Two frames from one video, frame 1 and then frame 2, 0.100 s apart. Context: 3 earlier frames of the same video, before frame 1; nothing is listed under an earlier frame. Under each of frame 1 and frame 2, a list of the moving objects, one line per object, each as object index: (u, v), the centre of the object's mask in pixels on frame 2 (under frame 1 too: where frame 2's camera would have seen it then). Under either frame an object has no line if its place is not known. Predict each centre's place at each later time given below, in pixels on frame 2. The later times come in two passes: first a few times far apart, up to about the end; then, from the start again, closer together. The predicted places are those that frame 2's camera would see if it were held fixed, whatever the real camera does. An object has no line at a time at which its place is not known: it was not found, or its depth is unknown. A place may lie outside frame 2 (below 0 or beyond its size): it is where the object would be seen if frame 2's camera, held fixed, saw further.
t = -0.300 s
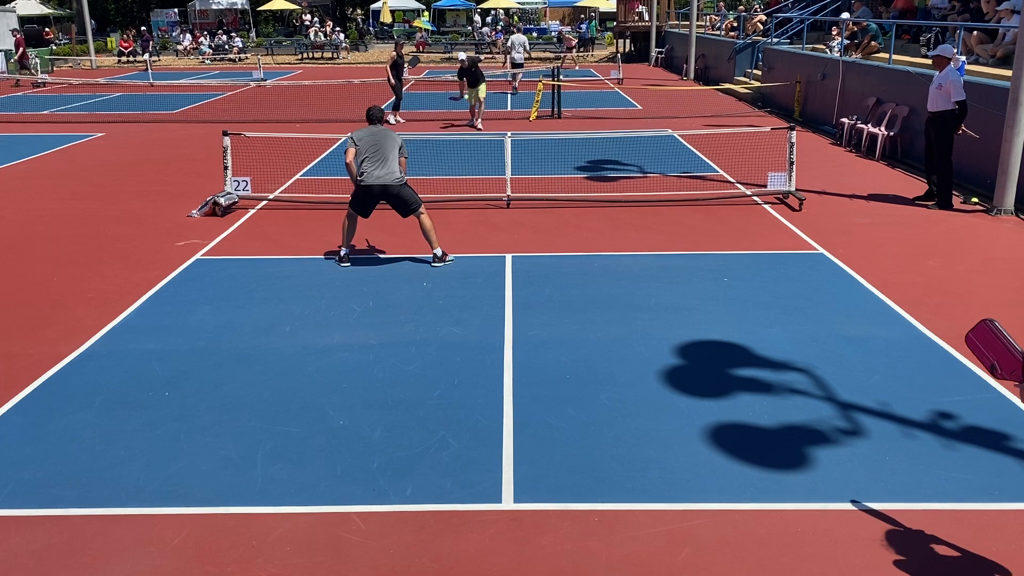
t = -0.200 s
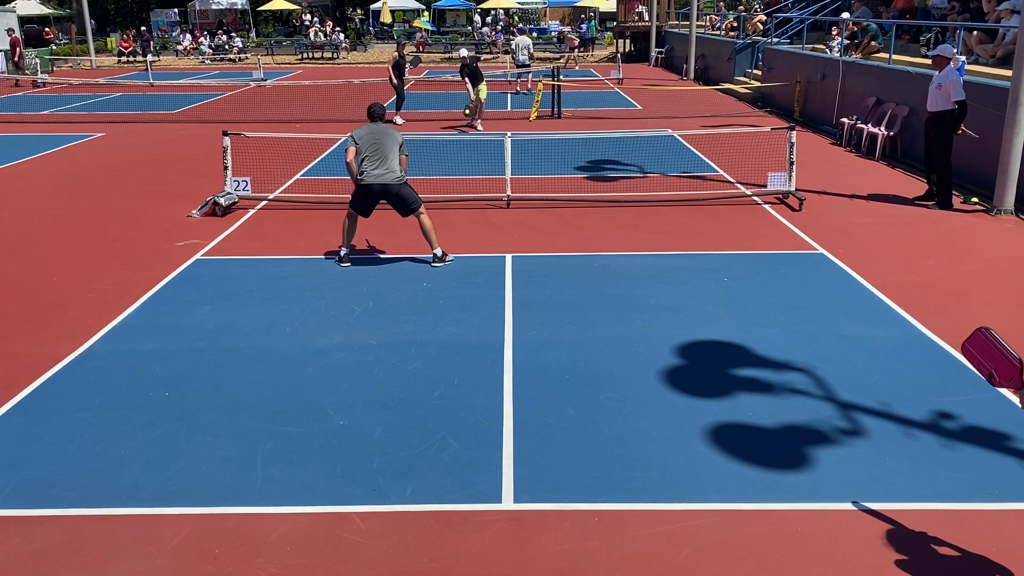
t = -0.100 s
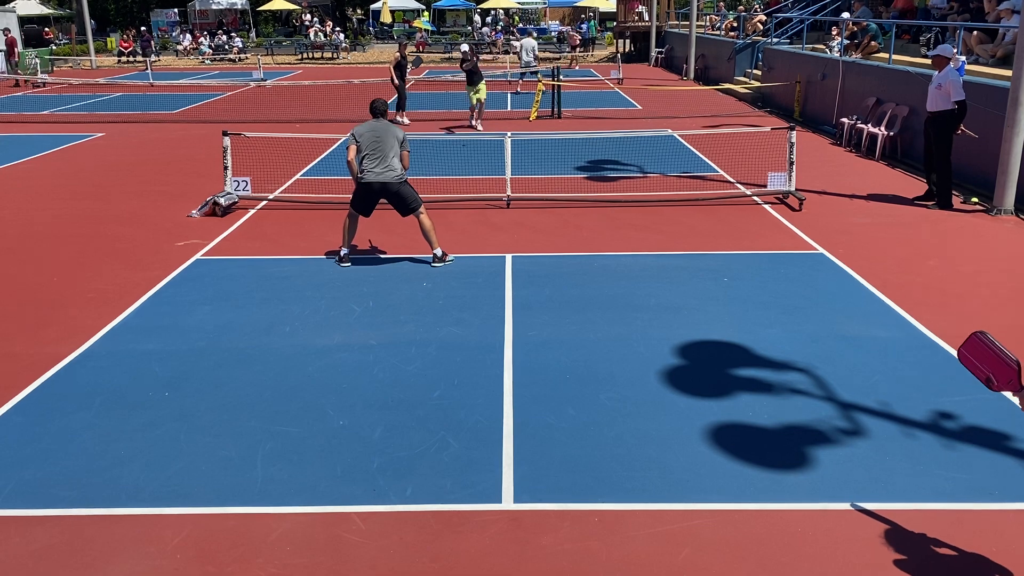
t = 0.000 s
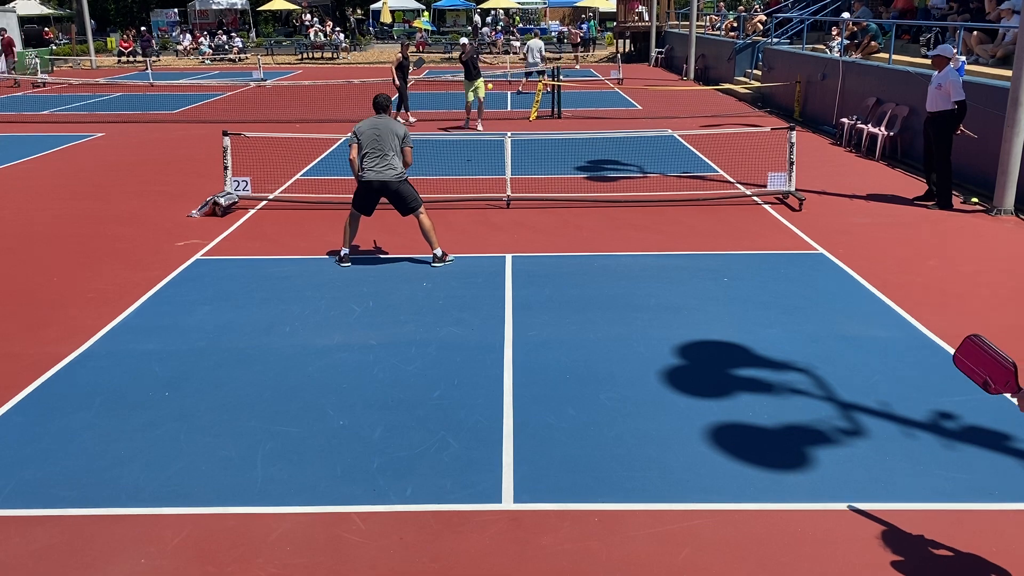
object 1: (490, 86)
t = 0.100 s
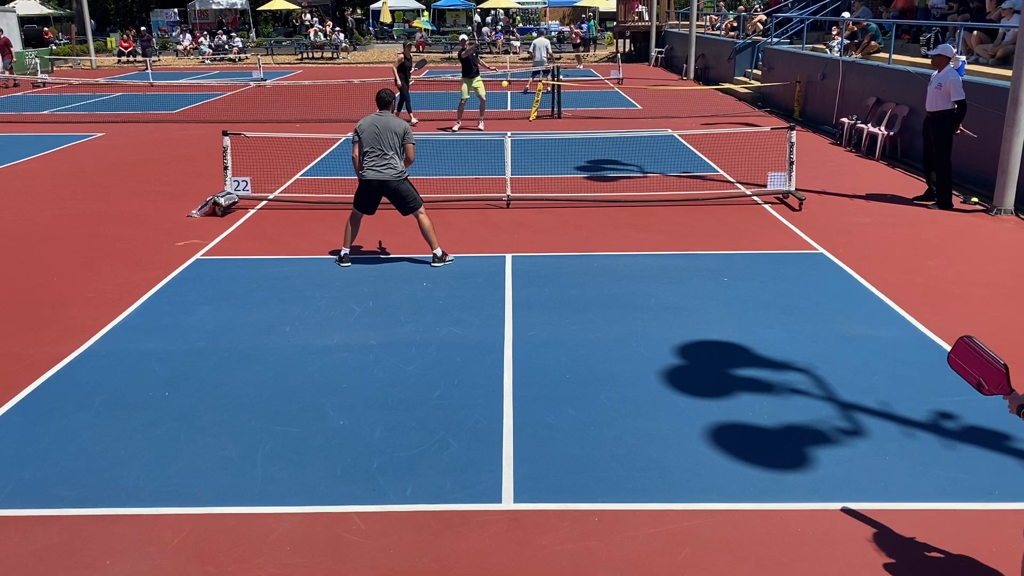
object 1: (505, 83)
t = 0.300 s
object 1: (542, 112)
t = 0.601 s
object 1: (629, 307)
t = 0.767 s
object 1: (696, 375)
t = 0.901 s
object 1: (769, 415)
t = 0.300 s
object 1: (542, 112)
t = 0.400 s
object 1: (566, 150)
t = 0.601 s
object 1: (629, 307)
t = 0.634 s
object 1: (642, 347)
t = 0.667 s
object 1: (655, 374)
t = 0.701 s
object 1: (668, 372)
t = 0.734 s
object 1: (681, 372)
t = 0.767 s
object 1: (696, 375)
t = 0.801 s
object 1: (712, 380)
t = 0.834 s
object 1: (729, 388)
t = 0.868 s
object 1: (749, 400)
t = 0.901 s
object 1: (769, 415)
